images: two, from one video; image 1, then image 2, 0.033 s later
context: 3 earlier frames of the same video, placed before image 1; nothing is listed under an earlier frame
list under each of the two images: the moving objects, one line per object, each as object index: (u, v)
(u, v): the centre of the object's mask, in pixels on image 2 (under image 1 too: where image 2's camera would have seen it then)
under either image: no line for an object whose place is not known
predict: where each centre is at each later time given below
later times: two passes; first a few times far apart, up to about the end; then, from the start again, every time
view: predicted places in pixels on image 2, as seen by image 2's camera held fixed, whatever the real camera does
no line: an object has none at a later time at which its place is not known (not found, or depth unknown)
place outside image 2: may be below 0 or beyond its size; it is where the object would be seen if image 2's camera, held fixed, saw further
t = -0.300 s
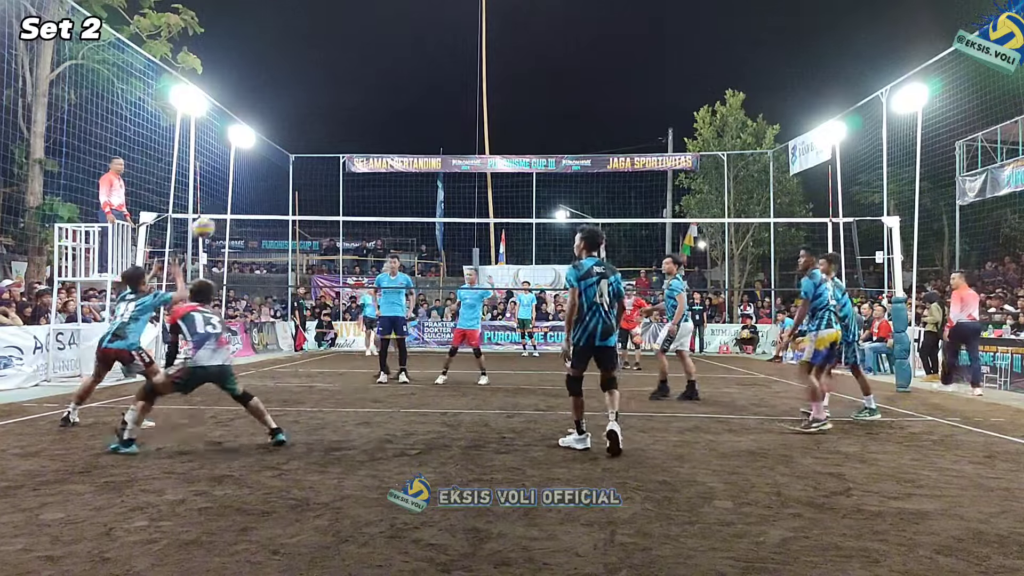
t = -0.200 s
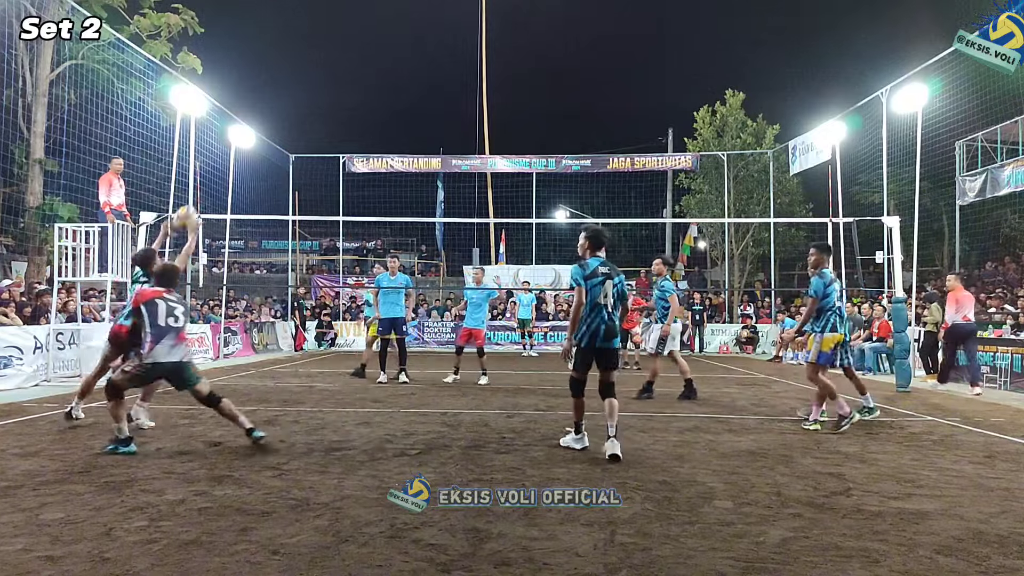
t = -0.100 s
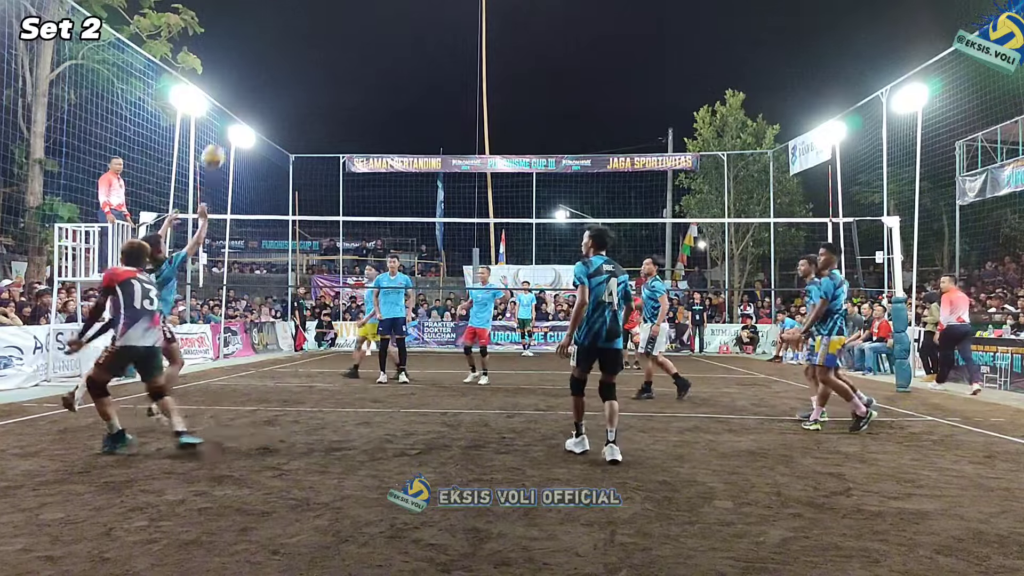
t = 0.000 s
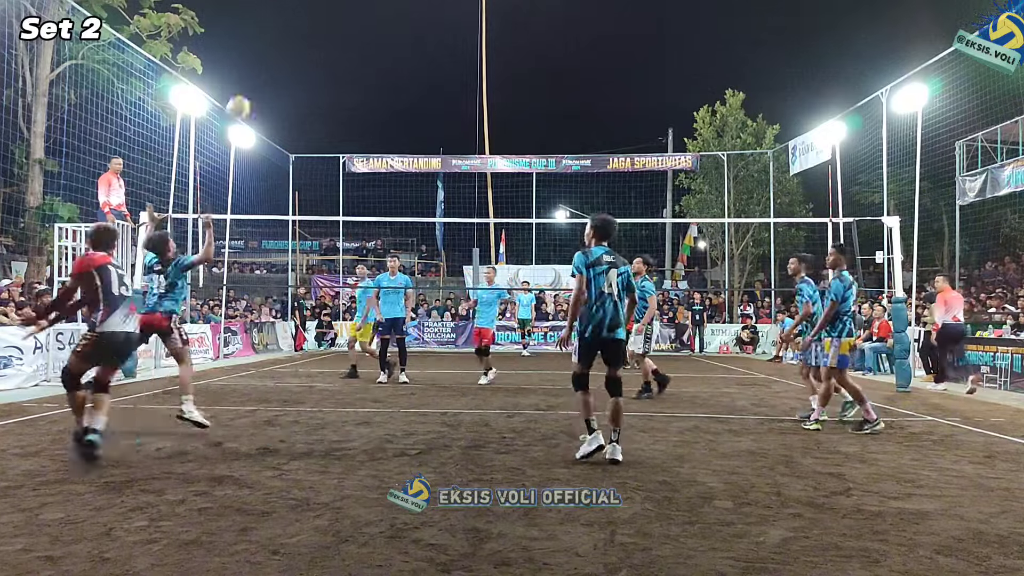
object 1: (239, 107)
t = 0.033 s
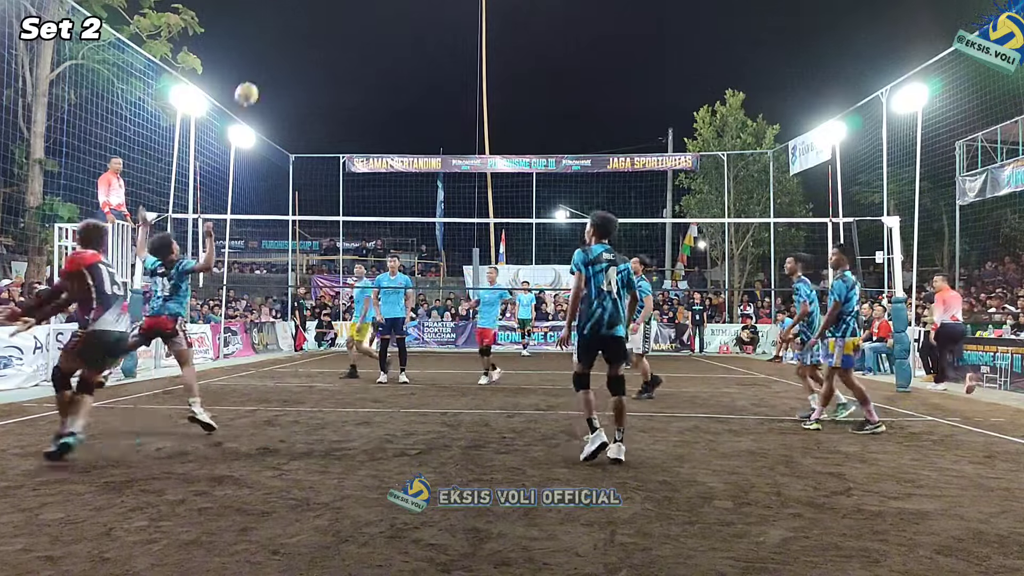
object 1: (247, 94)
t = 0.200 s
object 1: (284, 44)
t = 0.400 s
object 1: (326, 20)
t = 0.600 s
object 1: (366, 35)
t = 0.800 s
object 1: (400, 80)
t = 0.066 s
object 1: (254, 82)
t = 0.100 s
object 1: (262, 71)
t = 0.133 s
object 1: (270, 61)
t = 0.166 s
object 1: (277, 52)
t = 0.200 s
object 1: (284, 44)
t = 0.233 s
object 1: (292, 37)
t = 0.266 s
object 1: (299, 32)
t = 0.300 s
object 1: (306, 27)
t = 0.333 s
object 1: (313, 24)
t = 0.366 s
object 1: (323, 21)
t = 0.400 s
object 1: (326, 20)
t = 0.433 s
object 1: (332, 20)
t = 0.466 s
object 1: (339, 20)
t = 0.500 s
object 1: (345, 22)
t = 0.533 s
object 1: (351, 24)
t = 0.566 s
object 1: (357, 28)
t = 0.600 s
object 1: (366, 35)
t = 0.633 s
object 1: (372, 40)
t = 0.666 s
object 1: (381, 50)
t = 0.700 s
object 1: (383, 54)
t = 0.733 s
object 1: (389, 62)
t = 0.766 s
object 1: (394, 71)
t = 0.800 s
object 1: (400, 80)
